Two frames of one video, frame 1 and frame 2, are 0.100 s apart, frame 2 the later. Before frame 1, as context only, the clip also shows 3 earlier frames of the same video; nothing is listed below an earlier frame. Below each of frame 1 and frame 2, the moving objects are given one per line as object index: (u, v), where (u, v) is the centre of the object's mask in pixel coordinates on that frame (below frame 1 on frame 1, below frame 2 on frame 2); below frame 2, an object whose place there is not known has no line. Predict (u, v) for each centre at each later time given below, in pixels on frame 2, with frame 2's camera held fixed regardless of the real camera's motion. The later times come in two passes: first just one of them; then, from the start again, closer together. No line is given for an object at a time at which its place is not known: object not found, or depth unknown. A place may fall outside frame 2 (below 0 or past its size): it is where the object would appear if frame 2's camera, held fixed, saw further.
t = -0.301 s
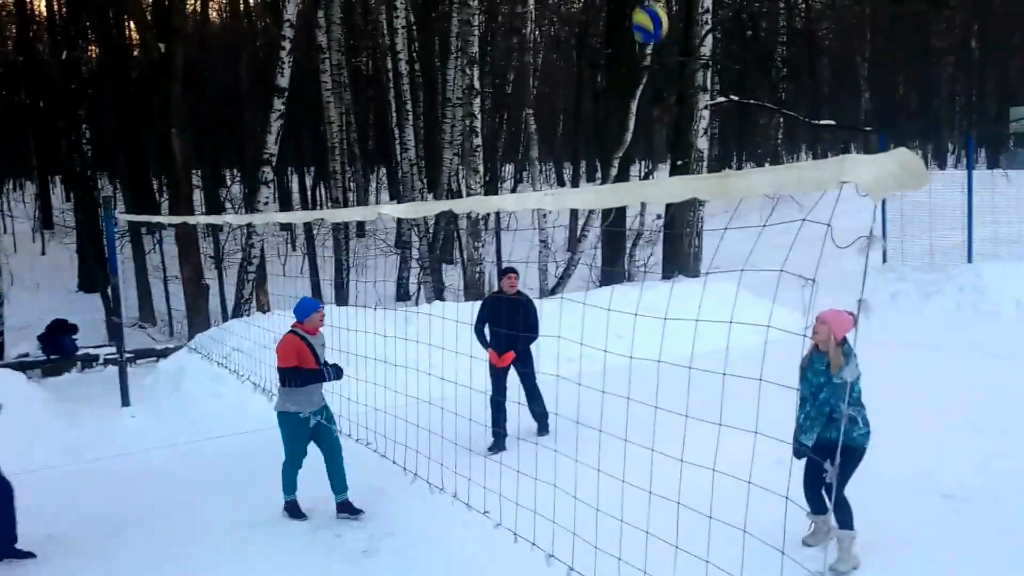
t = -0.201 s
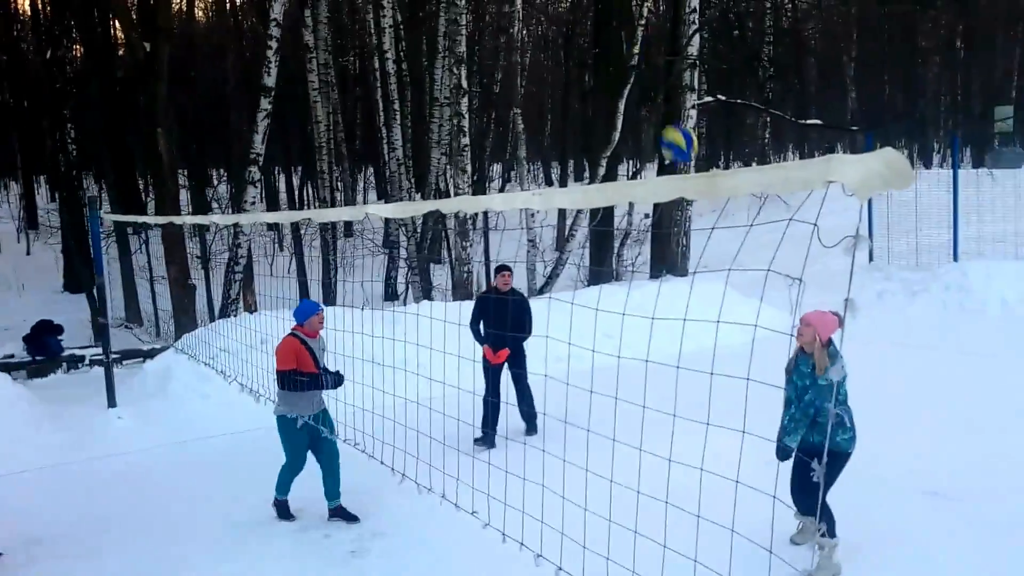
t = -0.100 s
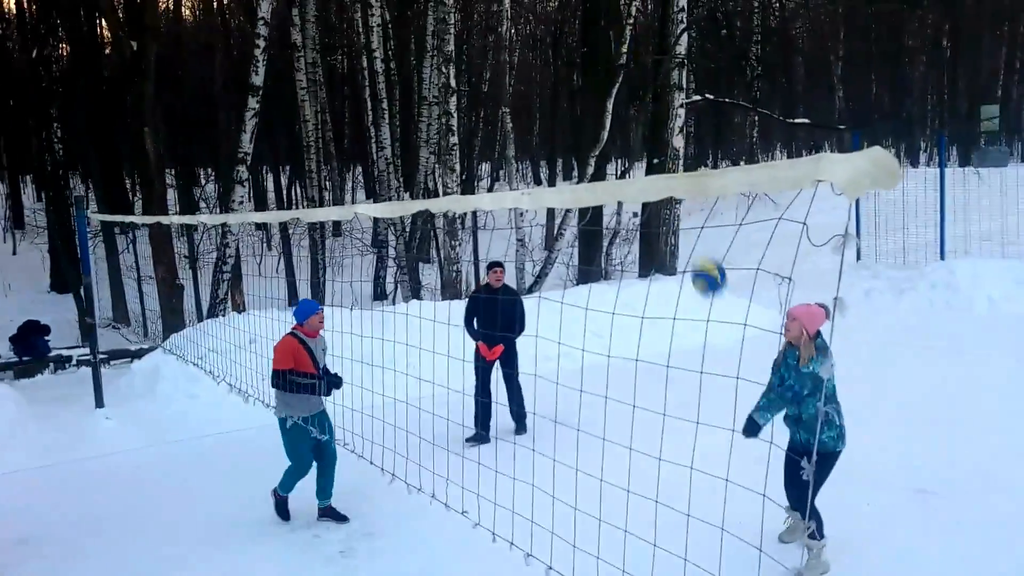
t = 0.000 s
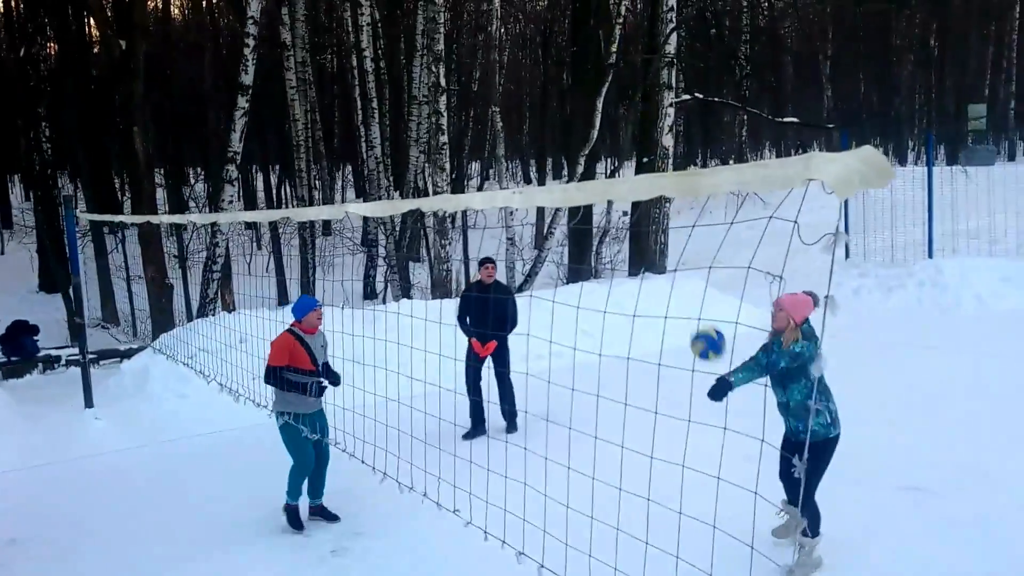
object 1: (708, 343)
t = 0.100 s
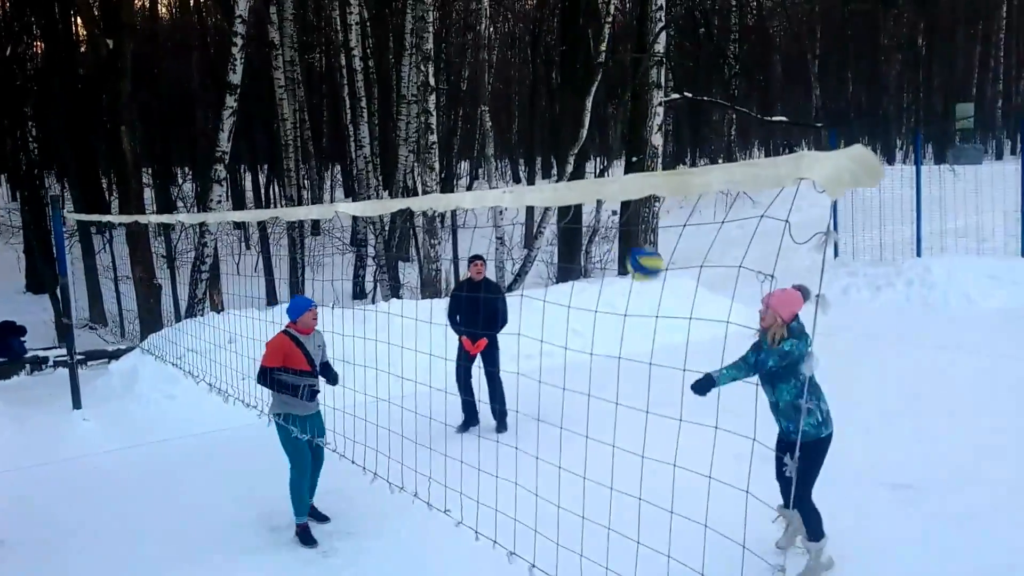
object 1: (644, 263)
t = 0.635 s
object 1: (396, 126)
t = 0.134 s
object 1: (631, 242)
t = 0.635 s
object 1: (396, 126)
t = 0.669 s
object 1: (383, 133)
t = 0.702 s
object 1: (370, 142)
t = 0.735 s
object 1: (358, 154)
